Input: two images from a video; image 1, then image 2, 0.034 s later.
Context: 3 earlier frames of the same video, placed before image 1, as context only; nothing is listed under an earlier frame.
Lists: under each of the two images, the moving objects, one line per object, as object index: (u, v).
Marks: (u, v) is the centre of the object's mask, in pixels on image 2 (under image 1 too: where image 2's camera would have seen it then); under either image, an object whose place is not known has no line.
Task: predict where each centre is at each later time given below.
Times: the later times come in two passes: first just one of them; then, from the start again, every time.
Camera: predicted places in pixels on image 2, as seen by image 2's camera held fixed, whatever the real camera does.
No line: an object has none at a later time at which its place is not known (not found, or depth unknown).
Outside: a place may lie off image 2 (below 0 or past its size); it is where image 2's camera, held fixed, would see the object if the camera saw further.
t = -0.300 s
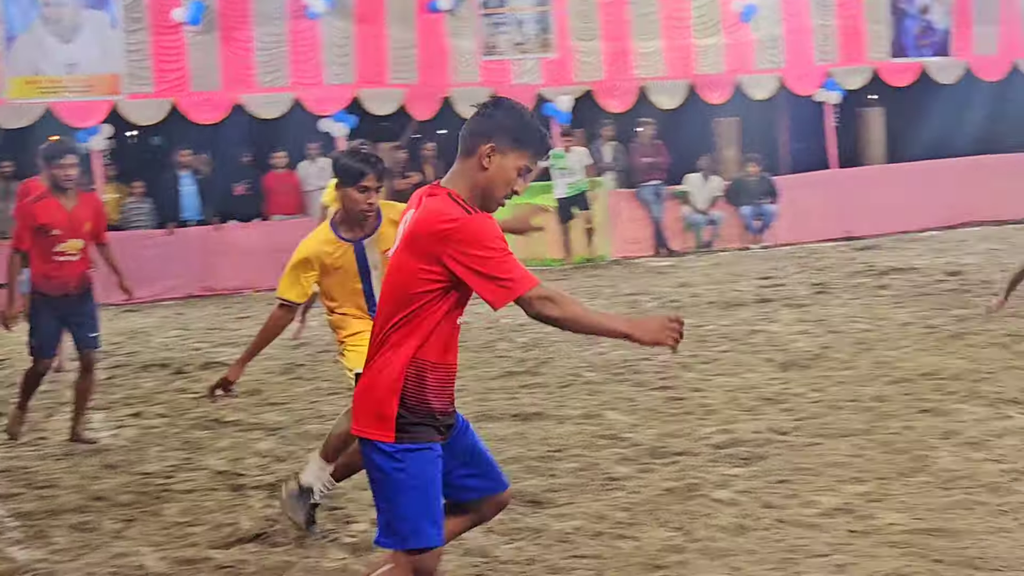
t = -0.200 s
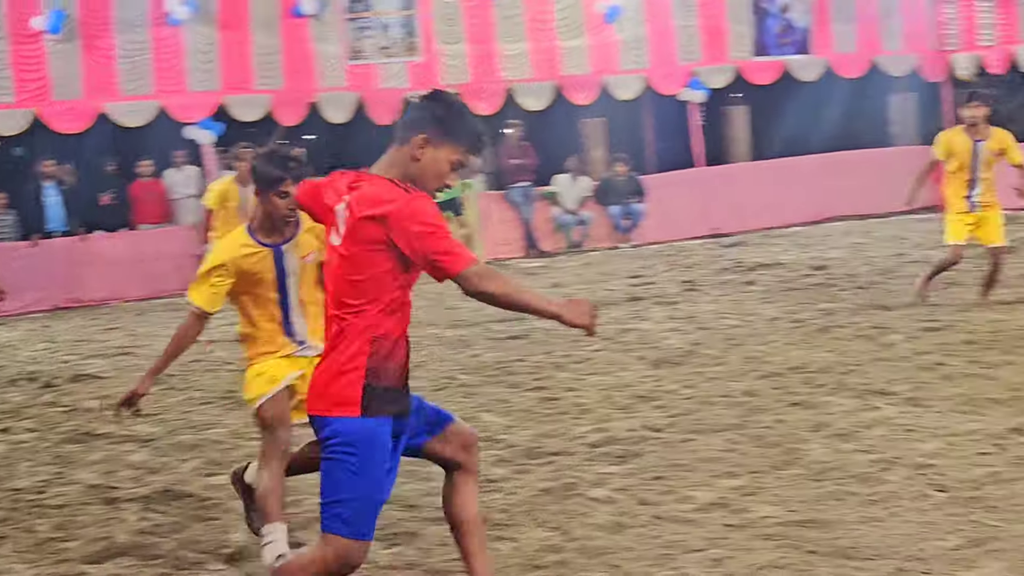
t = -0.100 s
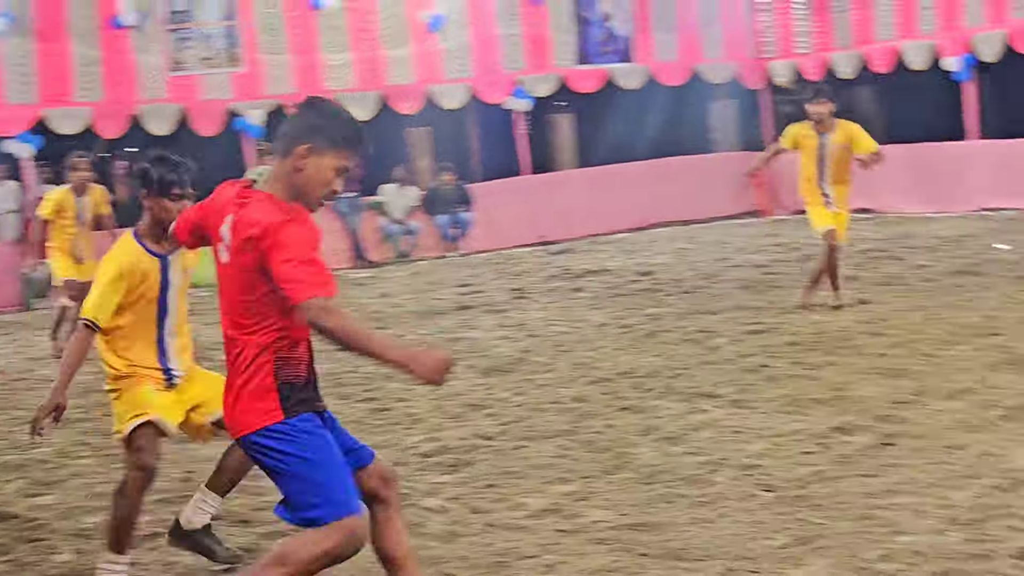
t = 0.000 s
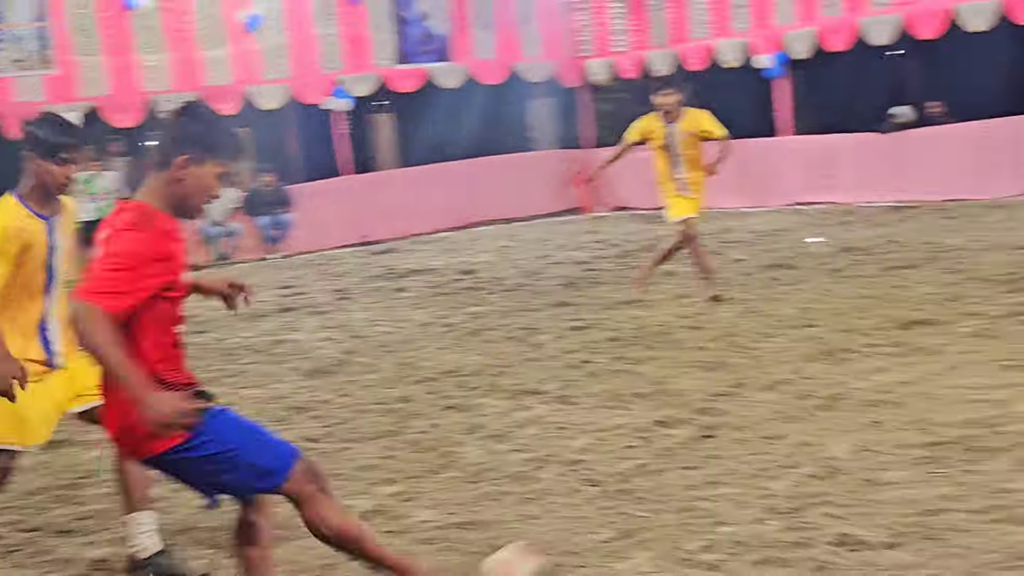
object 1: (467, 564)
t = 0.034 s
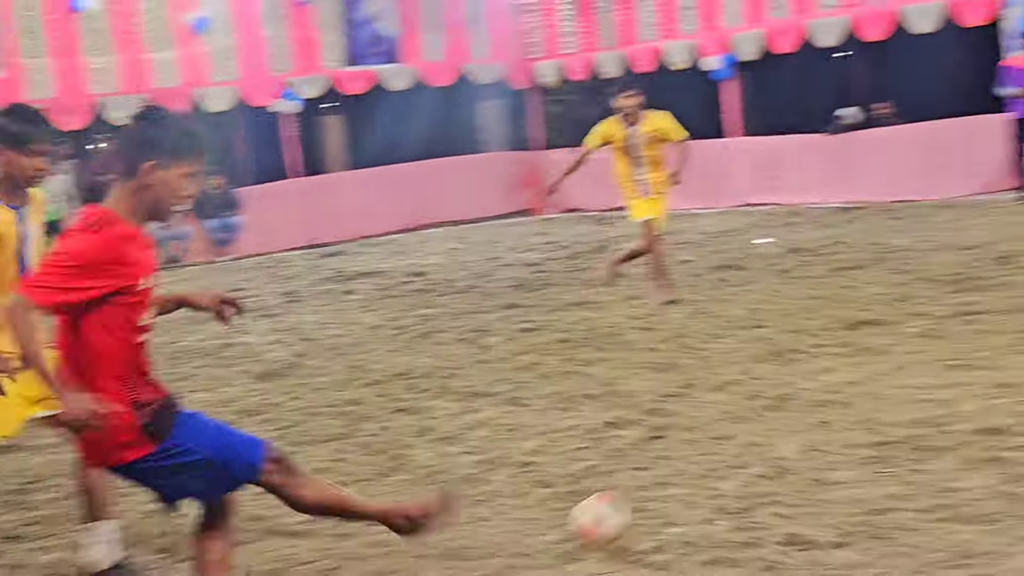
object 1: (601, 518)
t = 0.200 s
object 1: (1069, 372)
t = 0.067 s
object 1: (720, 475)
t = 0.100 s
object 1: (824, 441)
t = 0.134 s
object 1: (915, 415)
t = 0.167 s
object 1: (999, 392)
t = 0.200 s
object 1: (1069, 372)
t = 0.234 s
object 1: (1121, 342)
